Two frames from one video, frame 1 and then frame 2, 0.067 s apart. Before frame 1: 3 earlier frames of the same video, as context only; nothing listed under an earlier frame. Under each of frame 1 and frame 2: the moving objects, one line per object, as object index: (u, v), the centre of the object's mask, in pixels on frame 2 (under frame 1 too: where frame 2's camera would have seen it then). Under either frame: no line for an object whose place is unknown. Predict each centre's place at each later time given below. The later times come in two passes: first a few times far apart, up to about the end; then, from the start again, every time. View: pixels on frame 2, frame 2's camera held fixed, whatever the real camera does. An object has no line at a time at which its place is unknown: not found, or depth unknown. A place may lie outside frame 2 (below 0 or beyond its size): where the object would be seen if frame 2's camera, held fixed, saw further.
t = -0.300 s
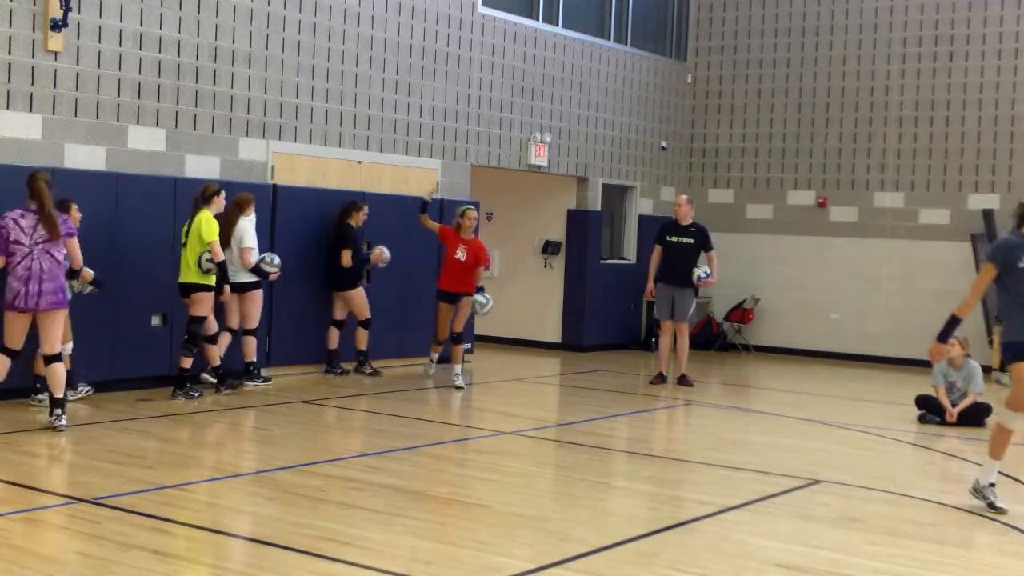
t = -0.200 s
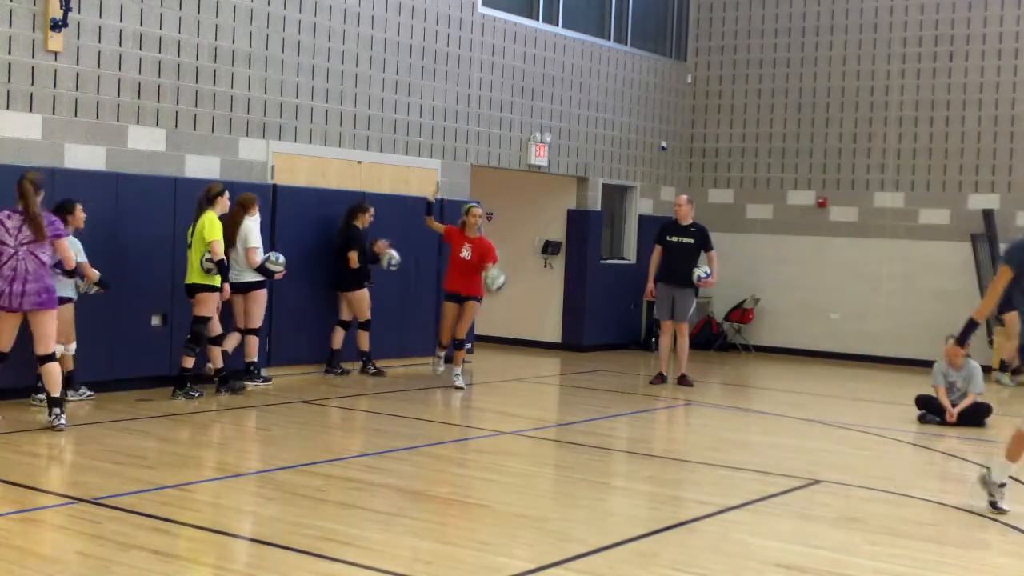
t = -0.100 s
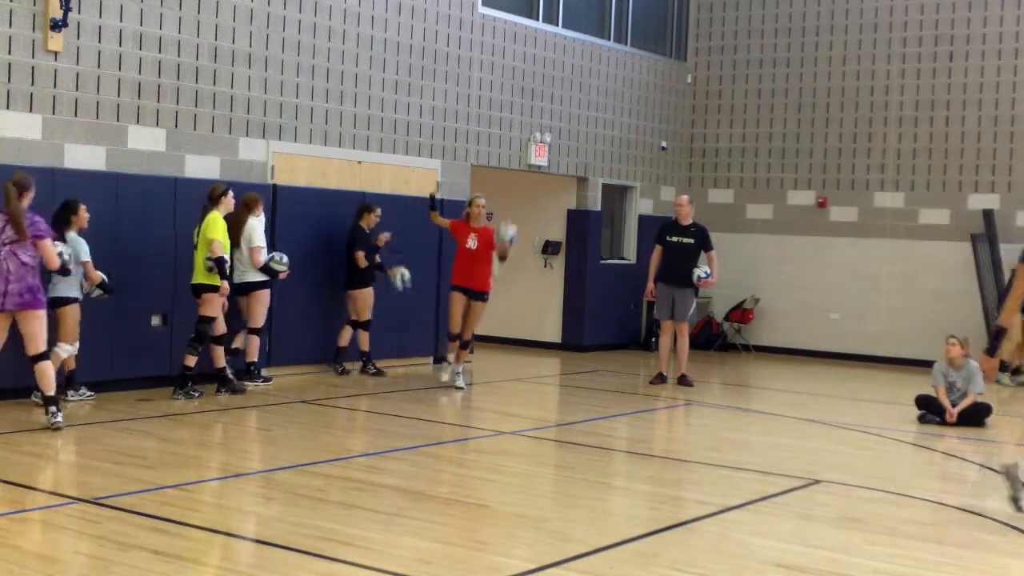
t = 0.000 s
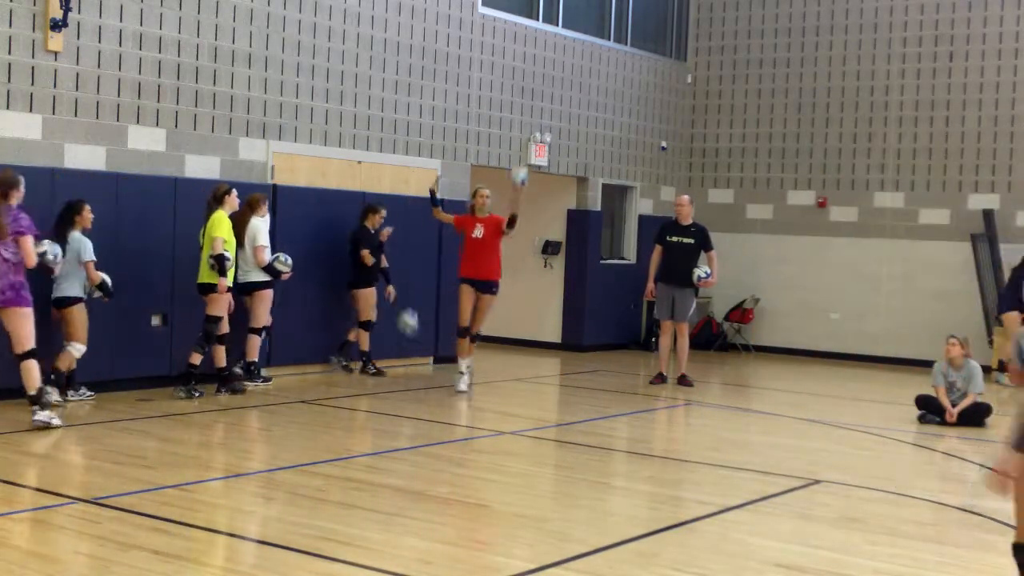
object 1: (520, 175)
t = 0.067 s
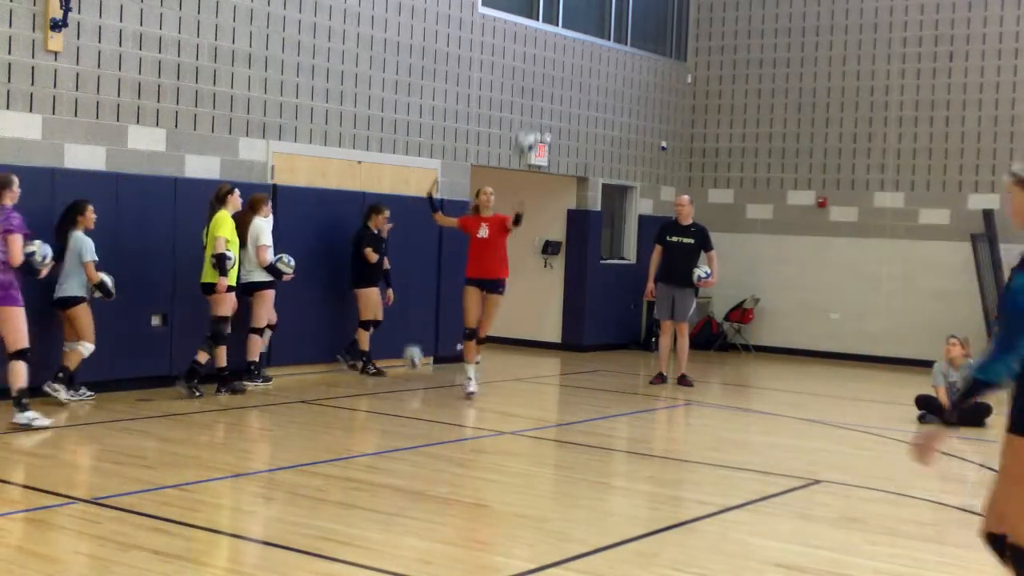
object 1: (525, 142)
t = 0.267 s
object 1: (543, 70)
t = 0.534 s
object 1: (567, 40)
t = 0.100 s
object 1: (527, 128)
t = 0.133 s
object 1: (530, 115)
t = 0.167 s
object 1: (535, 101)
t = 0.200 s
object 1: (536, 89)
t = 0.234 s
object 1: (541, 79)
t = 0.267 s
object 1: (543, 70)
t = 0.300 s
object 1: (547, 61)
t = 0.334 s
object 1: (550, 55)
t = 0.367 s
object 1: (553, 49)
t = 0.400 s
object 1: (555, 45)
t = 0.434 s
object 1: (559, 42)
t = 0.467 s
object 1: (561, 40)
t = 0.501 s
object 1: (564, 39)
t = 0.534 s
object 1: (567, 40)
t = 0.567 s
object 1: (570, 43)
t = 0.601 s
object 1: (573, 47)
